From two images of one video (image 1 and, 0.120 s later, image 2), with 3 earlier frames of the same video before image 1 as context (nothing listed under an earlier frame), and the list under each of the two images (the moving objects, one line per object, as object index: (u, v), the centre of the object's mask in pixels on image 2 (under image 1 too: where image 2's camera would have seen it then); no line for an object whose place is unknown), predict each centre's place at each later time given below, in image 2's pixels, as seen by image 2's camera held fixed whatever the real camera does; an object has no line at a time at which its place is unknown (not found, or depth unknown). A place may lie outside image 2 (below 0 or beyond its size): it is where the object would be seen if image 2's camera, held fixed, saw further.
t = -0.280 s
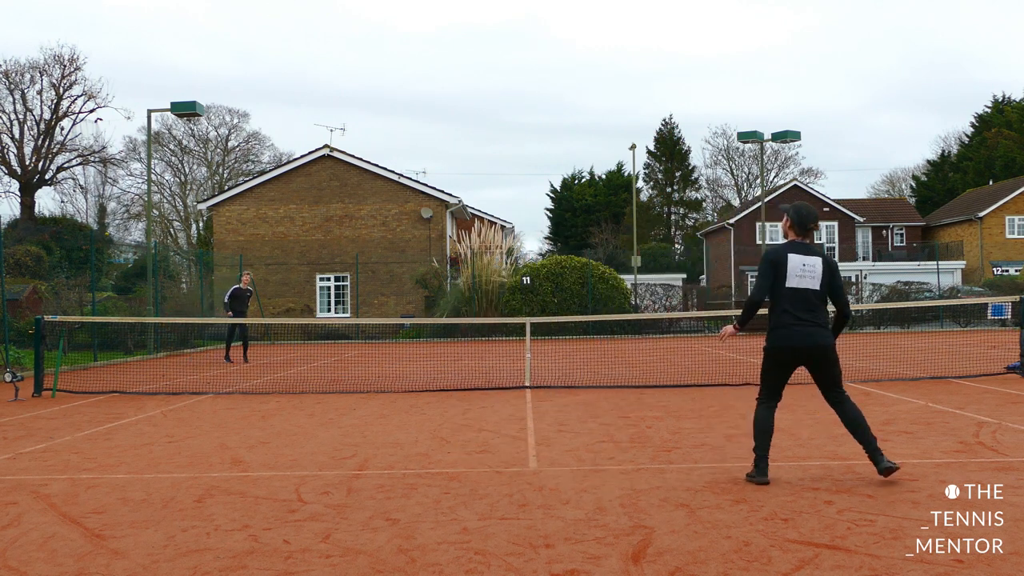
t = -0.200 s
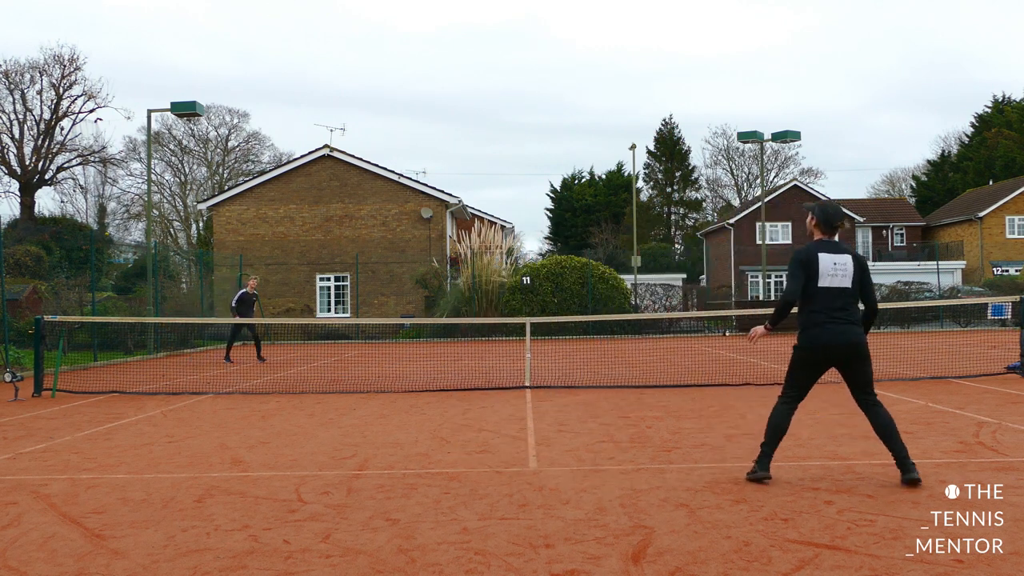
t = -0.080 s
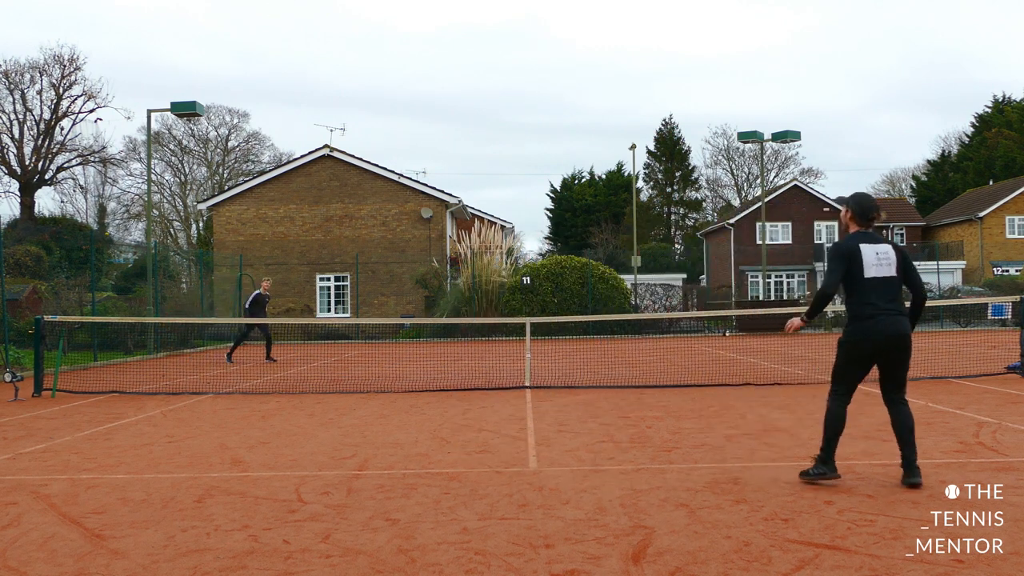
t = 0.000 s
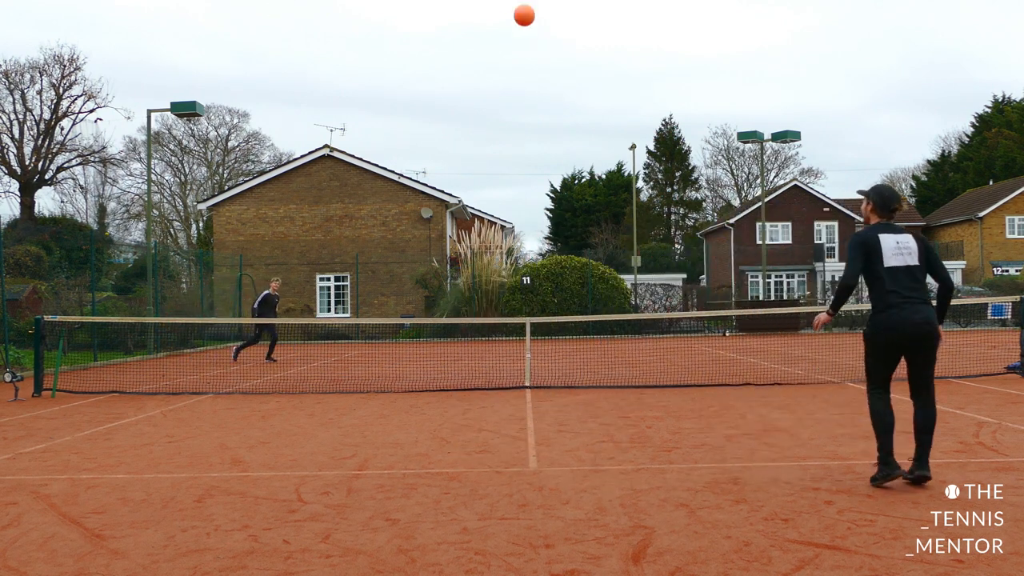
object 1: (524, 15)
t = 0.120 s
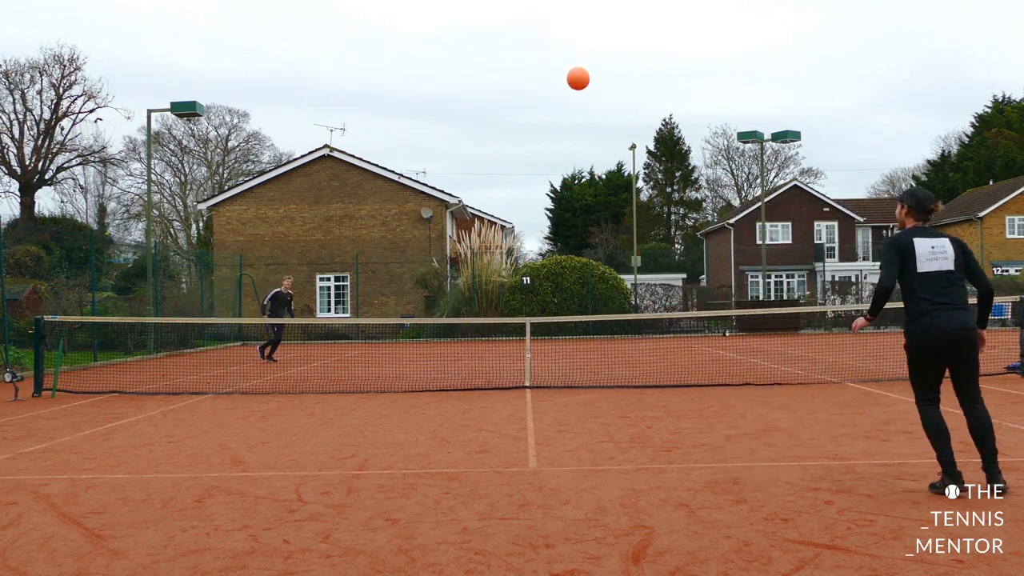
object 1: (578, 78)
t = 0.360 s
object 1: (703, 279)
